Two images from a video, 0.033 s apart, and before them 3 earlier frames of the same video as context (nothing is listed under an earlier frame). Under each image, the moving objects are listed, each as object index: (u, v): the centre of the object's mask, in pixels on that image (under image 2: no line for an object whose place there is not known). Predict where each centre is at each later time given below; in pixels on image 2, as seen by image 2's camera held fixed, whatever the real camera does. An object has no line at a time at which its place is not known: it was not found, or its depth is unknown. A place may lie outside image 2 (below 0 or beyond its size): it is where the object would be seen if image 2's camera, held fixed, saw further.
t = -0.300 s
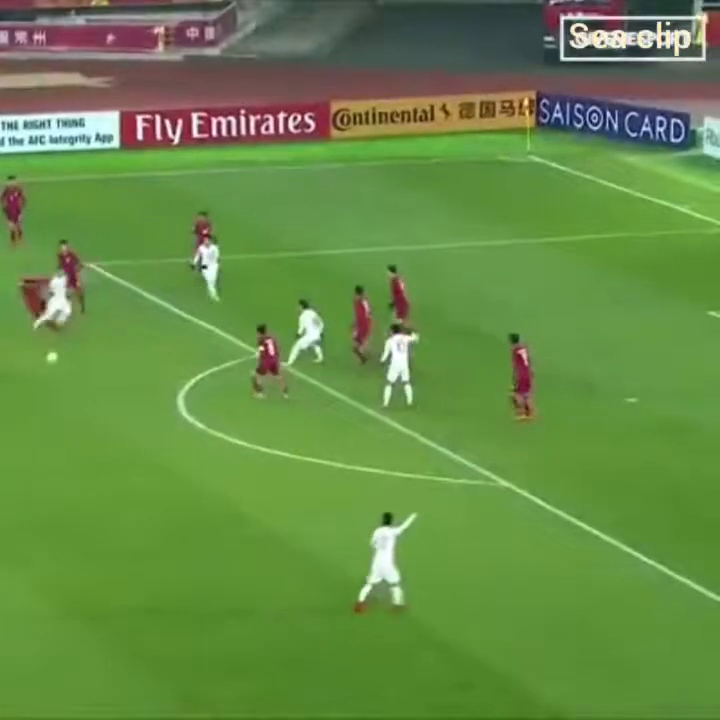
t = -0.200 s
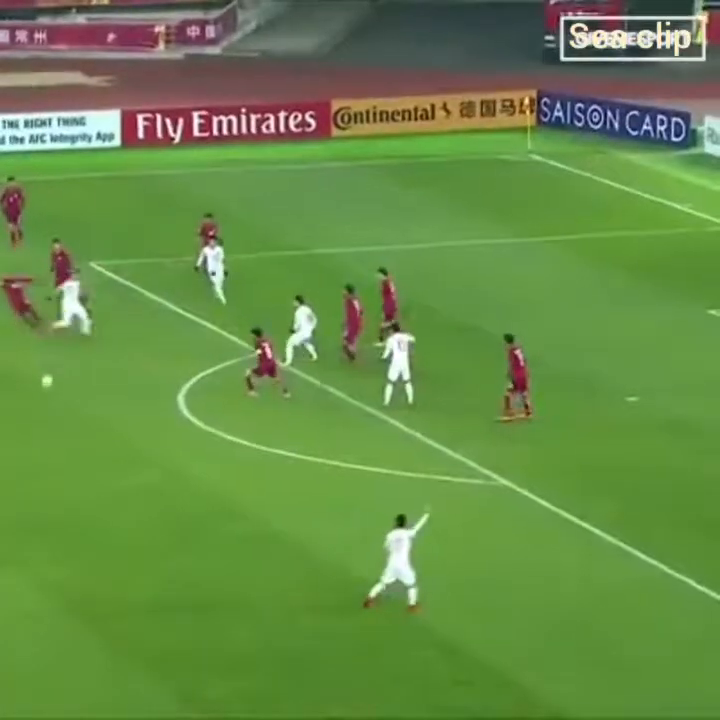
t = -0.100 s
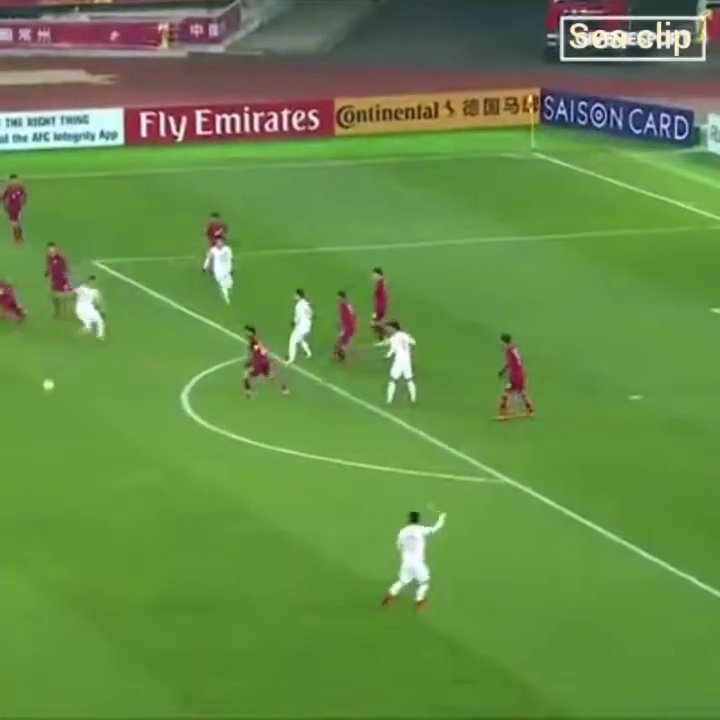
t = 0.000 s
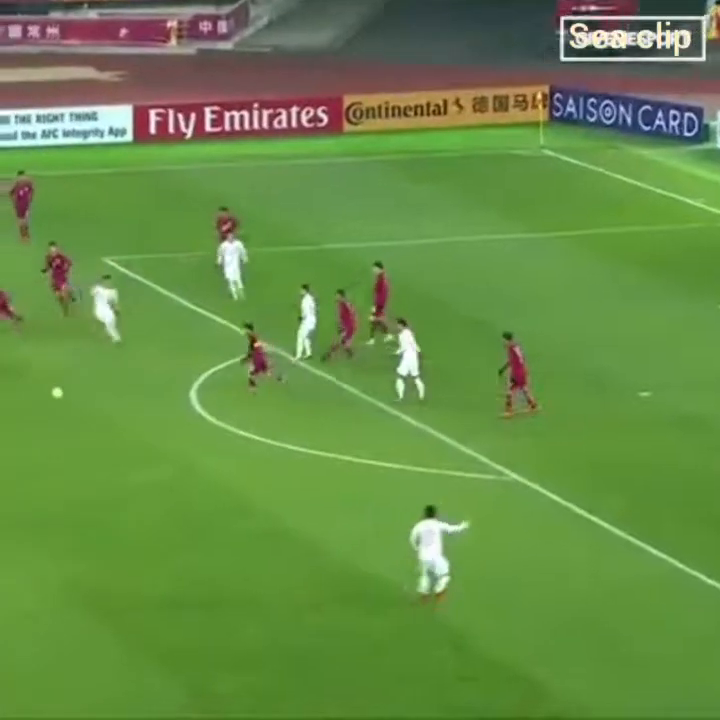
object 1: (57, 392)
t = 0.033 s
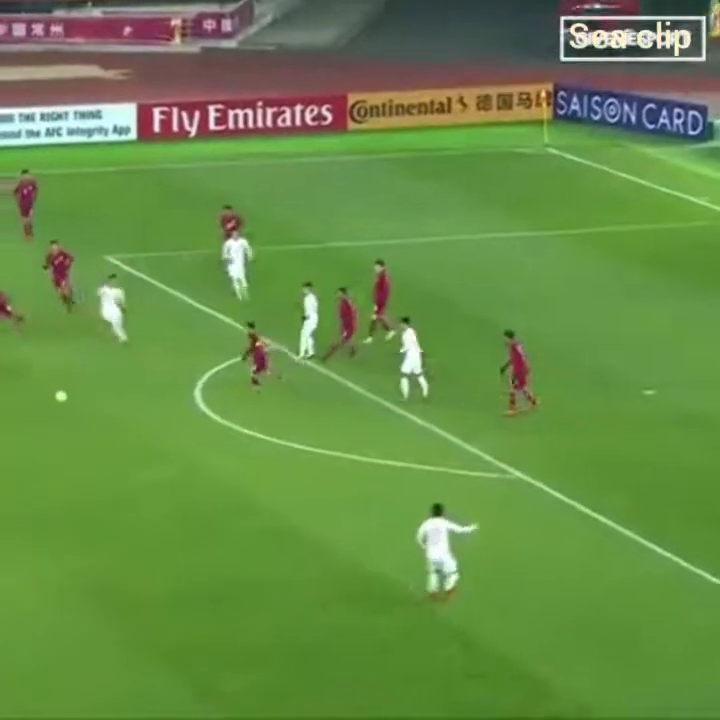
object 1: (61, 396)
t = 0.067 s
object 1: (61, 402)
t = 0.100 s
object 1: (61, 409)
